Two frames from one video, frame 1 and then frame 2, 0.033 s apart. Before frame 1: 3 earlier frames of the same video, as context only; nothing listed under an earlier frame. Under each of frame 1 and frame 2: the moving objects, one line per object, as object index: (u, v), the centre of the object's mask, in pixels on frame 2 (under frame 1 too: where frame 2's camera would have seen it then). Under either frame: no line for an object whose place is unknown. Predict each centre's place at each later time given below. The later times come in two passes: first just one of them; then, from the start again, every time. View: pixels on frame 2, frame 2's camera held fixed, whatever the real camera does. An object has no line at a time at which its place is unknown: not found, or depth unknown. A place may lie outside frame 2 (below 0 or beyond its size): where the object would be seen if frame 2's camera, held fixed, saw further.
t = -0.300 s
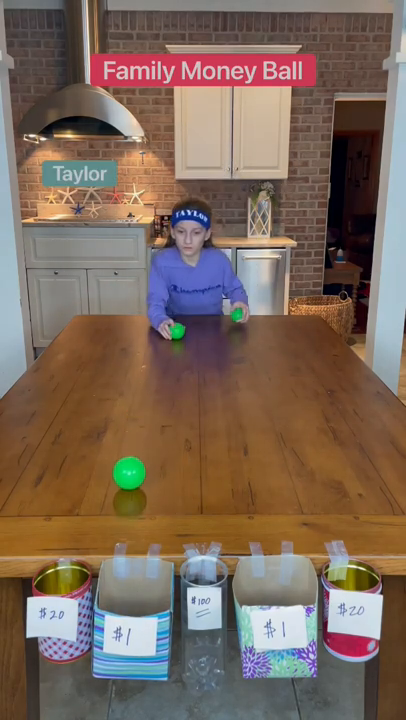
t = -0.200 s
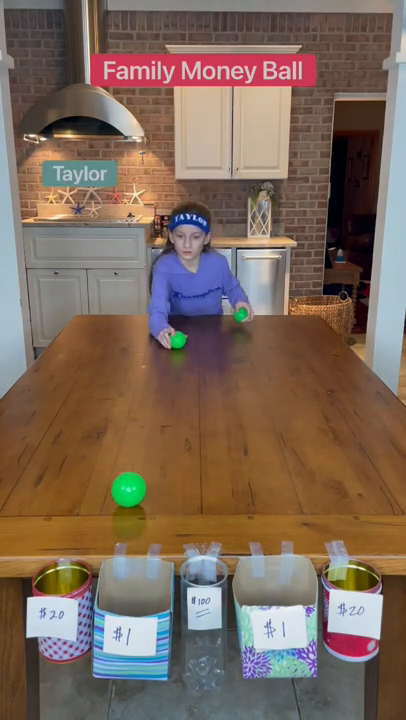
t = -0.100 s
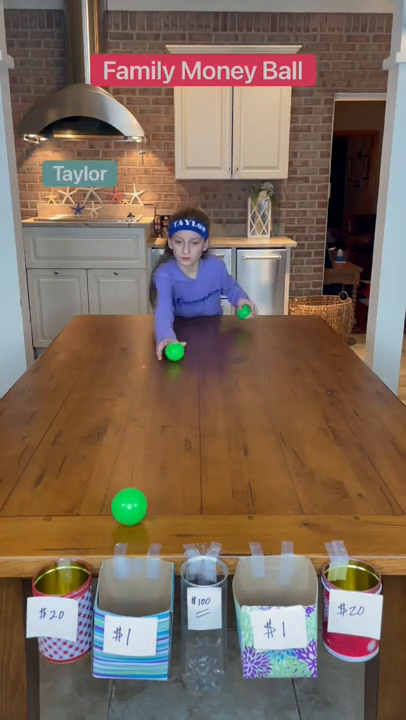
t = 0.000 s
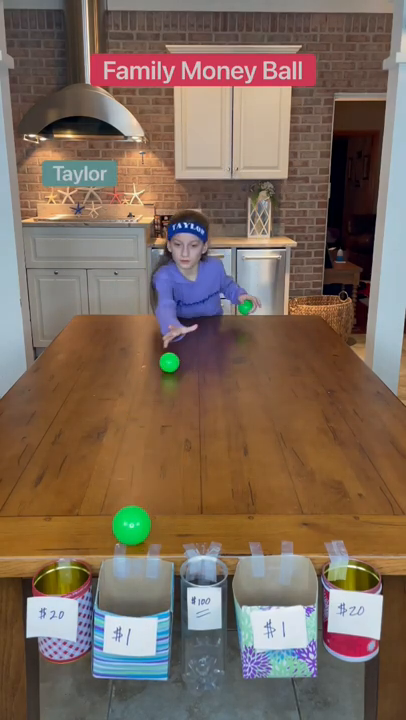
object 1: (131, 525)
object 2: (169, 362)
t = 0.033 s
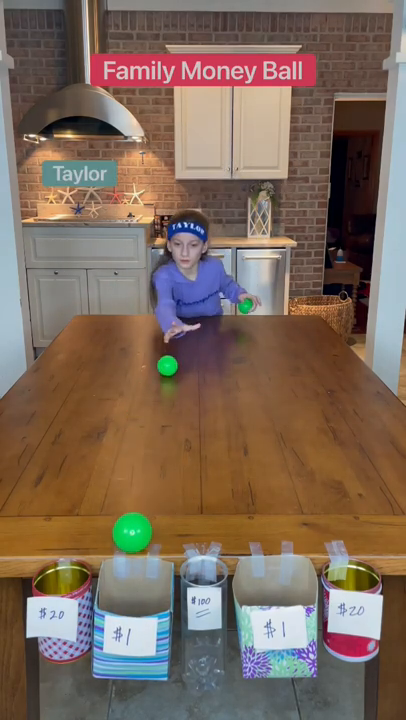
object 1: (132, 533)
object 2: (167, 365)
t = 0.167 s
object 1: (136, 598)
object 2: (159, 377)
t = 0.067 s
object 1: (133, 541)
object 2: (165, 369)
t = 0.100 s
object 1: (133, 554)
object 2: (163, 372)
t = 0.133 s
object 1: (135, 575)
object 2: (161, 374)
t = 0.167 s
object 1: (136, 598)
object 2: (159, 377)
